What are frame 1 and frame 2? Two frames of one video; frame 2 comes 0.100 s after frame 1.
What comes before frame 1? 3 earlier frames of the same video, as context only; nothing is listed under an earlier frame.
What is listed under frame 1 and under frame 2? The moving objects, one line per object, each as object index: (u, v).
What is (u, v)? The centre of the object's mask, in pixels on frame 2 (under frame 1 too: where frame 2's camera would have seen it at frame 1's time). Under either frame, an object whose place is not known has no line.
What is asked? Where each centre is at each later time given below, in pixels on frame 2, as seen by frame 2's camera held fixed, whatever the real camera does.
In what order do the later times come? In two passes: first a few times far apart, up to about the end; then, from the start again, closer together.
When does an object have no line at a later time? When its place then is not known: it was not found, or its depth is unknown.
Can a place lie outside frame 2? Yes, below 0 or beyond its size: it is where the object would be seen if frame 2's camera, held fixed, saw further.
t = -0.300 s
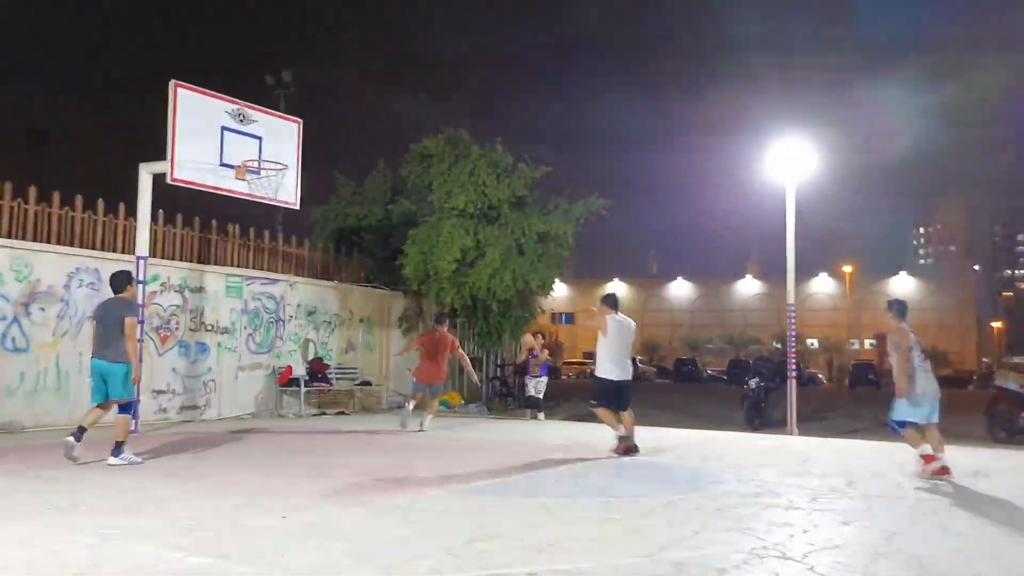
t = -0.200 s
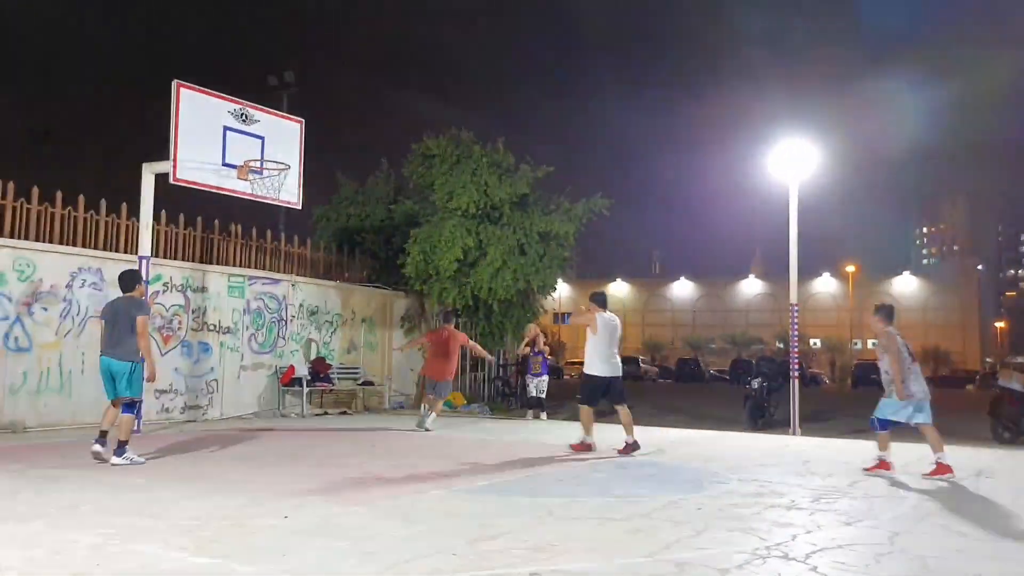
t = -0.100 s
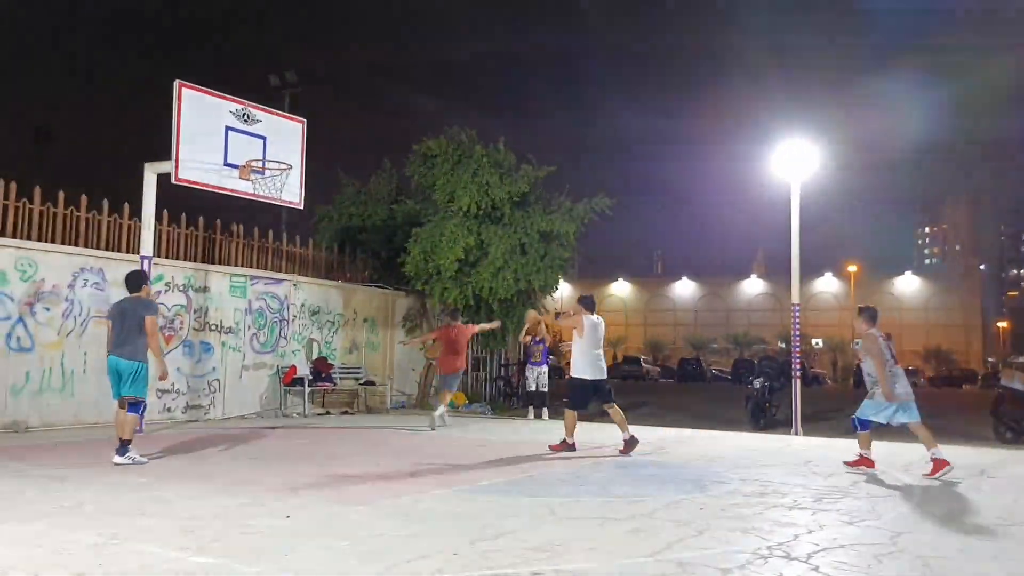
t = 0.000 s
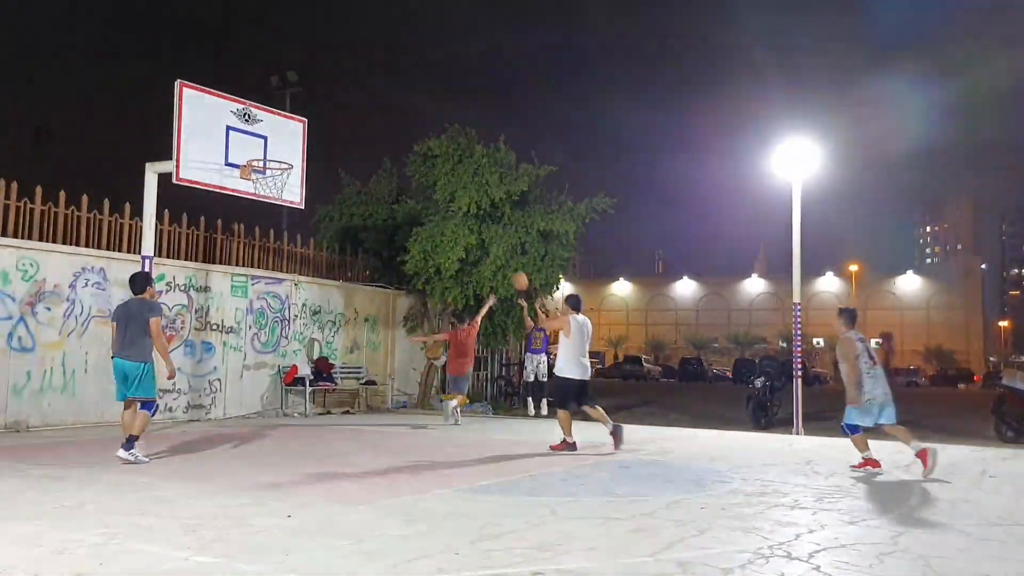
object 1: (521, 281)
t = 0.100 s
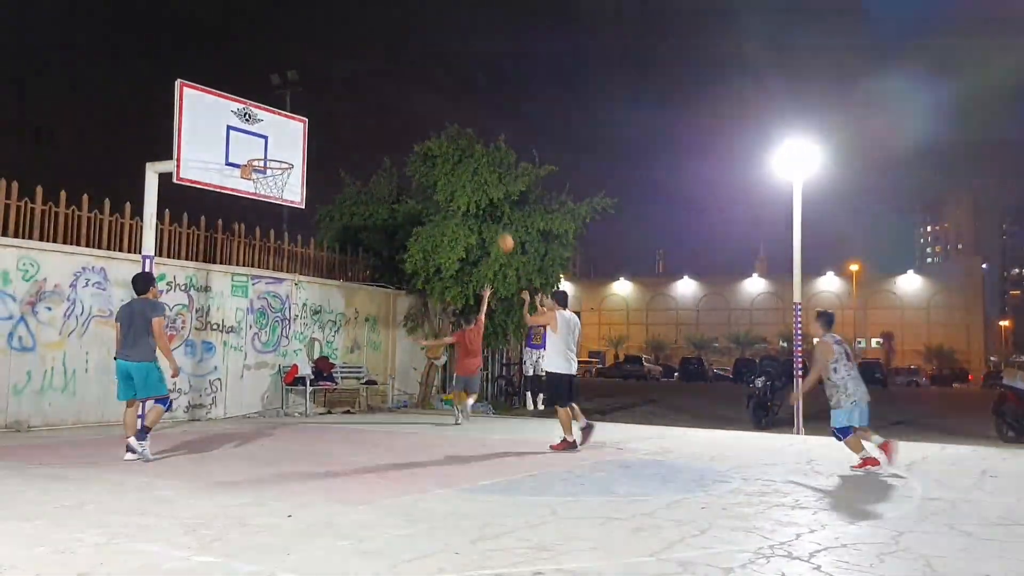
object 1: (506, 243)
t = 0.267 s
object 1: (477, 187)
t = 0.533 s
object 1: (423, 124)
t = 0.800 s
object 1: (354, 104)
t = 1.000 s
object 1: (288, 126)
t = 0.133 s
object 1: (501, 231)
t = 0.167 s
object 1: (495, 219)
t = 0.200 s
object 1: (489, 208)
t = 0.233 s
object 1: (484, 197)
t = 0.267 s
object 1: (477, 187)
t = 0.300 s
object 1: (472, 178)
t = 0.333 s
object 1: (466, 169)
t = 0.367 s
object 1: (459, 160)
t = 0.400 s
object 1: (452, 151)
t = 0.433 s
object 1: (445, 143)
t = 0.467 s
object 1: (438, 137)
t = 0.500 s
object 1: (431, 130)
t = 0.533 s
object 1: (423, 124)
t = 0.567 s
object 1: (416, 119)
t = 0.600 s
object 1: (407, 115)
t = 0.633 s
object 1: (399, 111)
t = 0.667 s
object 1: (391, 108)
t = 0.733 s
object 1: (373, 104)
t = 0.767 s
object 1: (364, 104)
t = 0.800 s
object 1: (354, 104)
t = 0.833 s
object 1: (344, 105)
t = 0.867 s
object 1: (334, 107)
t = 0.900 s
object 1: (323, 110)
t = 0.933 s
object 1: (313, 114)
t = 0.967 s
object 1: (302, 118)
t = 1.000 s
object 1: (288, 126)
